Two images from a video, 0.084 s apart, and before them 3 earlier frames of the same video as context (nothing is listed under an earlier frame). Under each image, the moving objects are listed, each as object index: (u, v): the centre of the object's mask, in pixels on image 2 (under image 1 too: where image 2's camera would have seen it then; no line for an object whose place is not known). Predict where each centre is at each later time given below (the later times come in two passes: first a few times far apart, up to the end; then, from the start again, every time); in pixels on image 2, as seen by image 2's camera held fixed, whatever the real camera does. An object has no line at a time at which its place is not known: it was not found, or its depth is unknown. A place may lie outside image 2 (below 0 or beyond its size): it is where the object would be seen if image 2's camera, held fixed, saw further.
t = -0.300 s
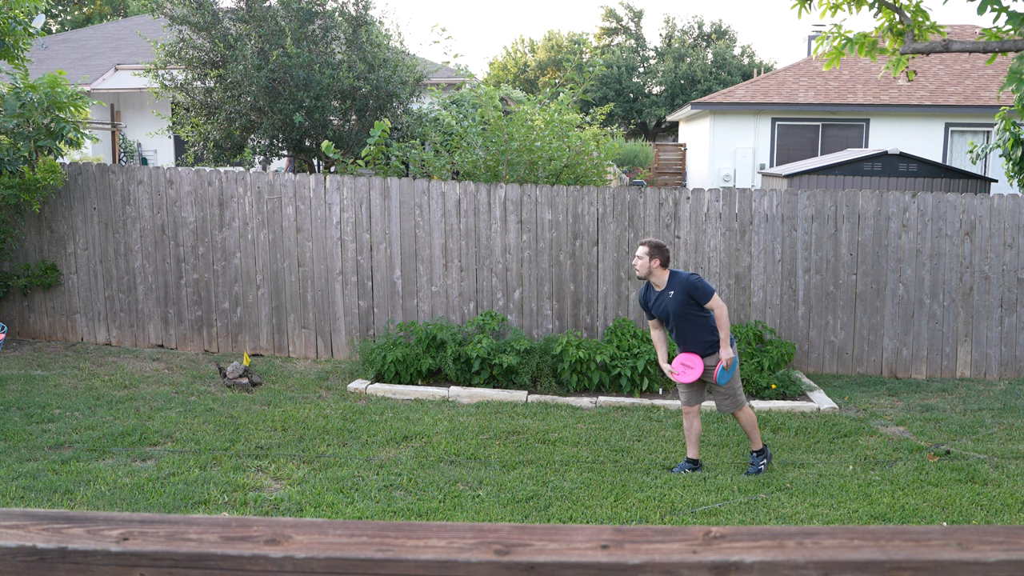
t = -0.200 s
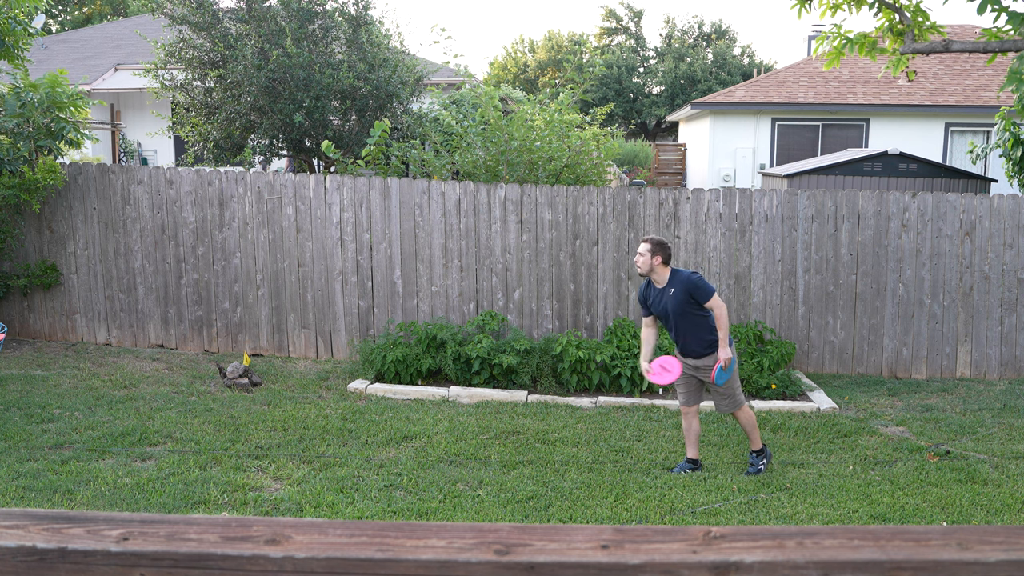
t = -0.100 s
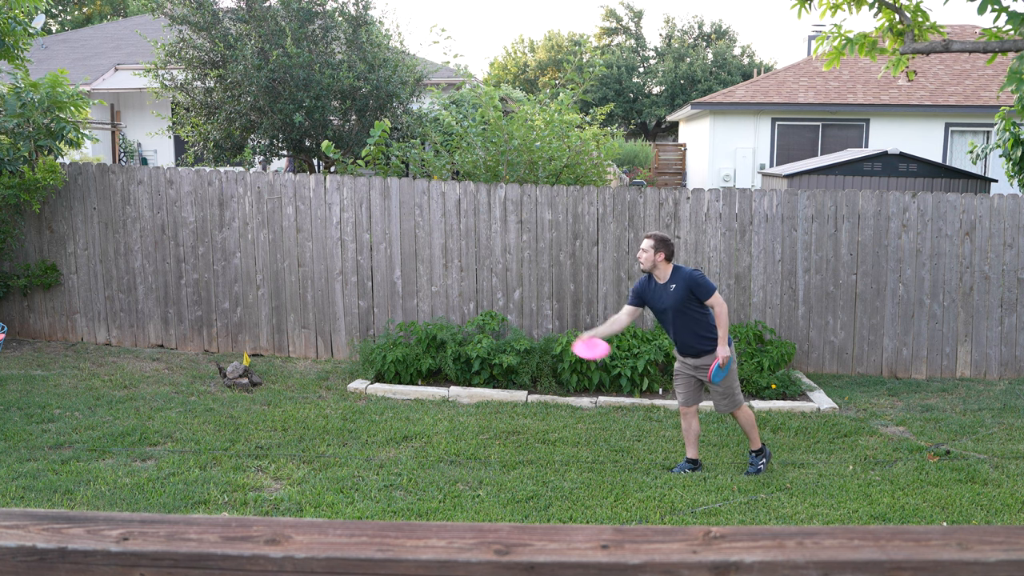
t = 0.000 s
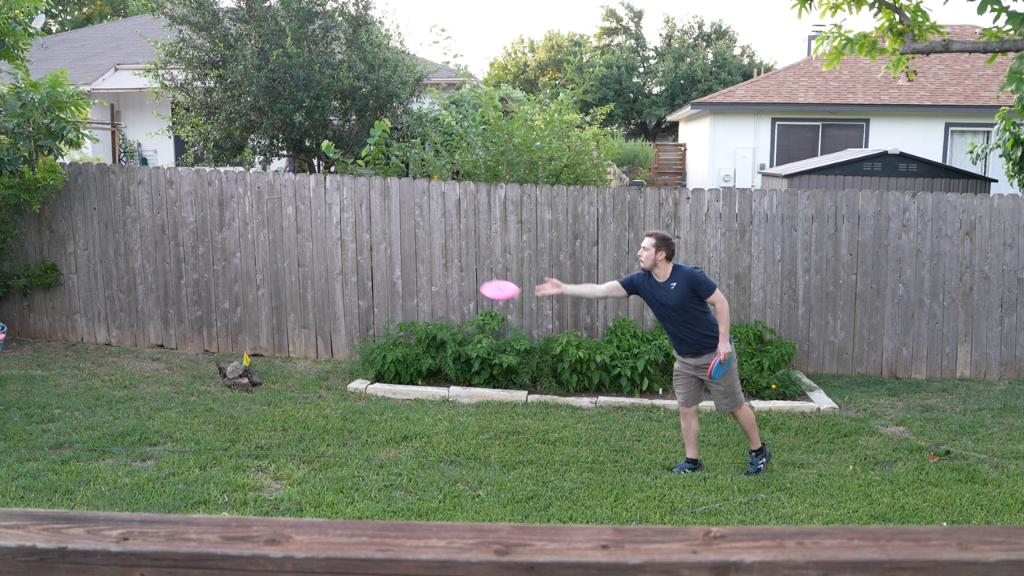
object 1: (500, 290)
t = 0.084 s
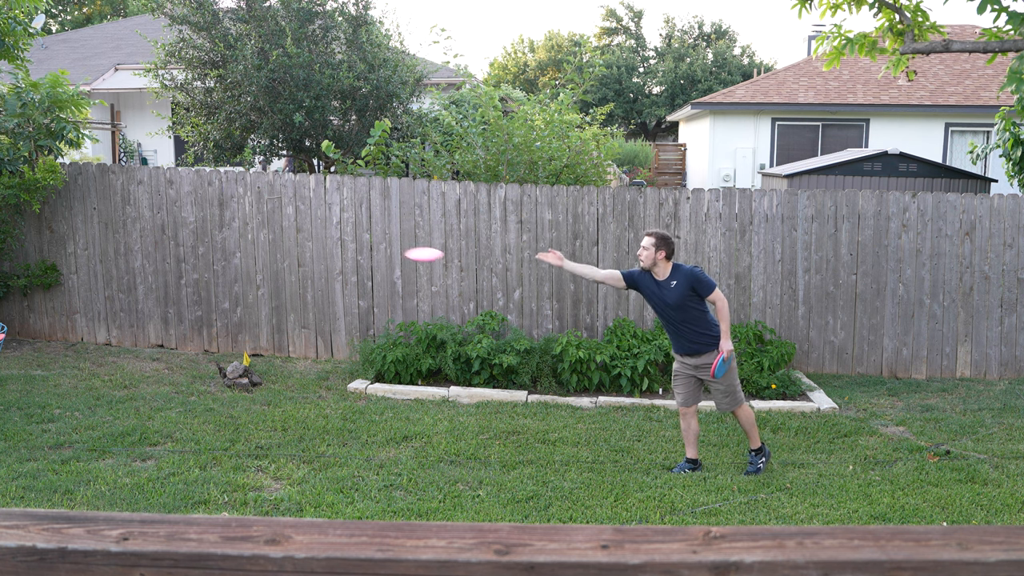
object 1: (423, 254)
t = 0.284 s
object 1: (248, 221)
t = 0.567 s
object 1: (21, 272)
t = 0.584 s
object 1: (13, 277)
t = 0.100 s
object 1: (409, 248)
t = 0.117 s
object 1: (394, 243)
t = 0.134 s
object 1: (379, 239)
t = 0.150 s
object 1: (365, 235)
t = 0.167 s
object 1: (350, 232)
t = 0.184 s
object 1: (334, 229)
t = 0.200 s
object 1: (320, 226)
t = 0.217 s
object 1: (305, 224)
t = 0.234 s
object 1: (290, 223)
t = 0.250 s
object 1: (276, 222)
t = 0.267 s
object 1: (262, 221)
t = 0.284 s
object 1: (248, 221)
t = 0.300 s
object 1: (234, 221)
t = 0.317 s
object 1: (219, 222)
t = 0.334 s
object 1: (206, 223)
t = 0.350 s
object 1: (192, 224)
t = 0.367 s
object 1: (178, 226)
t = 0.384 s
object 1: (165, 228)
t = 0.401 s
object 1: (151, 231)
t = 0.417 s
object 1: (138, 234)
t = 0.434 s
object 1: (125, 237)
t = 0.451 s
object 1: (112, 240)
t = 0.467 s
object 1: (98, 244)
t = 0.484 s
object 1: (85, 248)
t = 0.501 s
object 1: (72, 253)
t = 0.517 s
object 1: (59, 257)
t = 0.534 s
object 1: (47, 262)
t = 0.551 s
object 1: (34, 267)
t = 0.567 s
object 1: (21, 272)
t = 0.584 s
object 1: (13, 277)
